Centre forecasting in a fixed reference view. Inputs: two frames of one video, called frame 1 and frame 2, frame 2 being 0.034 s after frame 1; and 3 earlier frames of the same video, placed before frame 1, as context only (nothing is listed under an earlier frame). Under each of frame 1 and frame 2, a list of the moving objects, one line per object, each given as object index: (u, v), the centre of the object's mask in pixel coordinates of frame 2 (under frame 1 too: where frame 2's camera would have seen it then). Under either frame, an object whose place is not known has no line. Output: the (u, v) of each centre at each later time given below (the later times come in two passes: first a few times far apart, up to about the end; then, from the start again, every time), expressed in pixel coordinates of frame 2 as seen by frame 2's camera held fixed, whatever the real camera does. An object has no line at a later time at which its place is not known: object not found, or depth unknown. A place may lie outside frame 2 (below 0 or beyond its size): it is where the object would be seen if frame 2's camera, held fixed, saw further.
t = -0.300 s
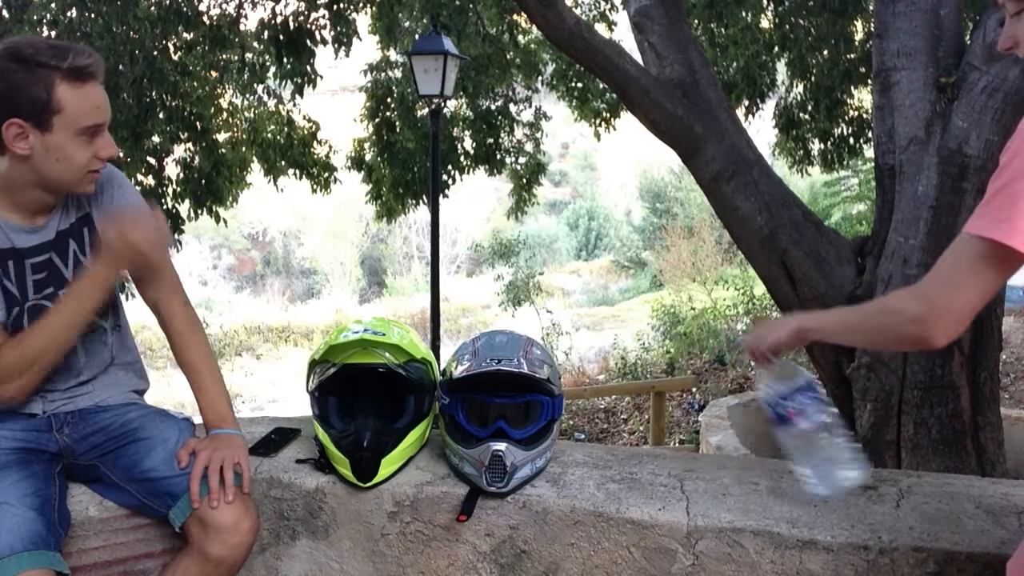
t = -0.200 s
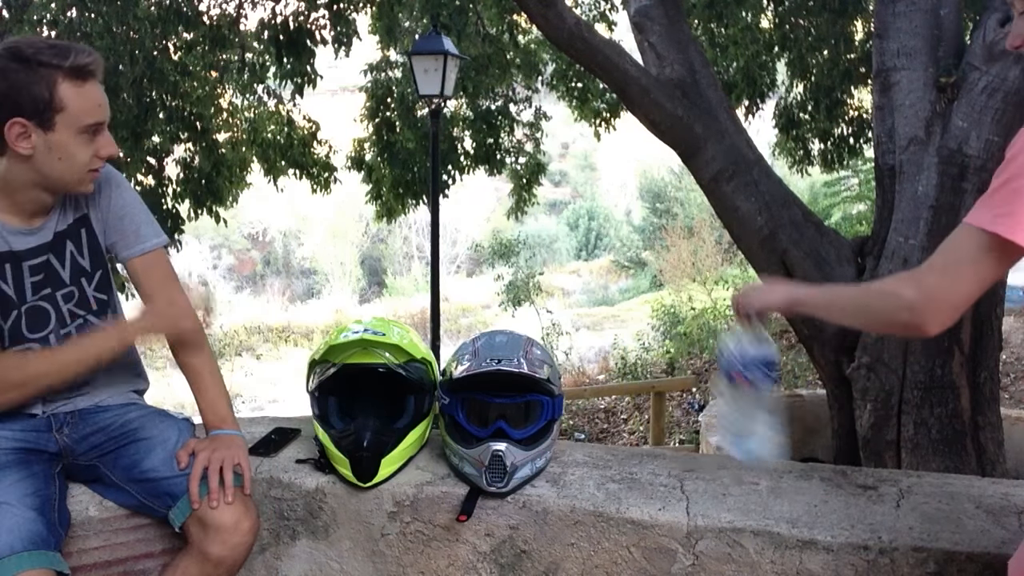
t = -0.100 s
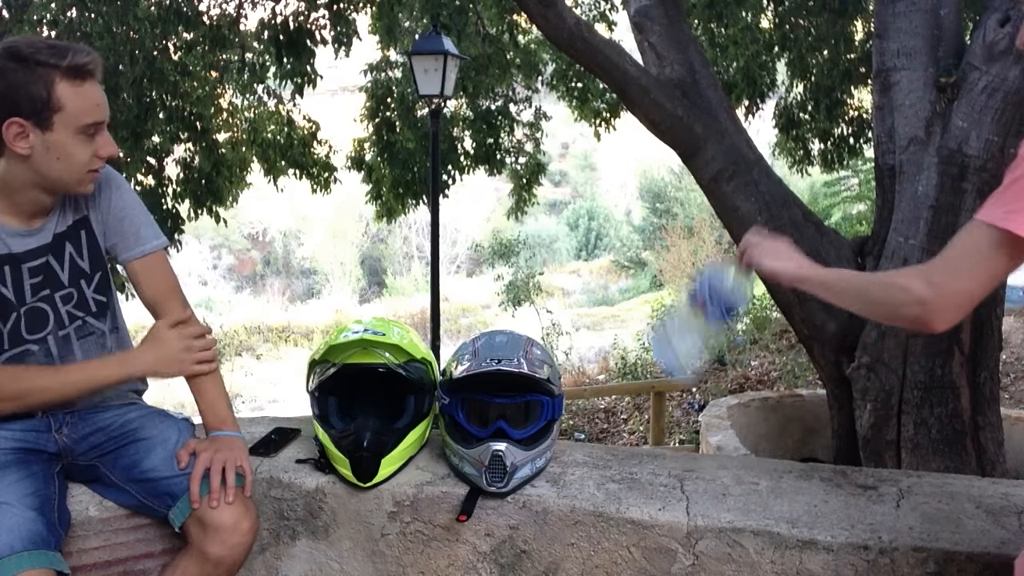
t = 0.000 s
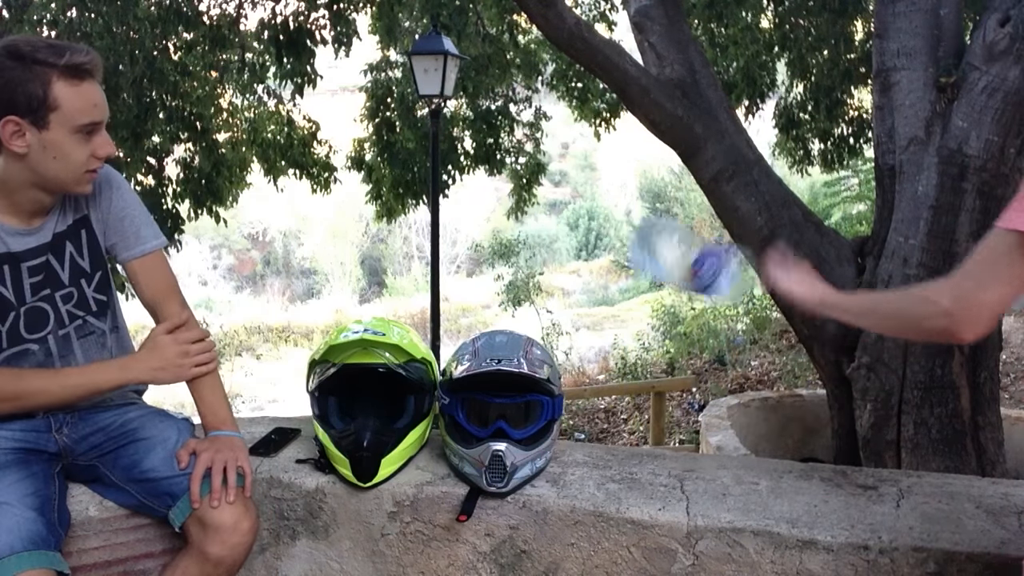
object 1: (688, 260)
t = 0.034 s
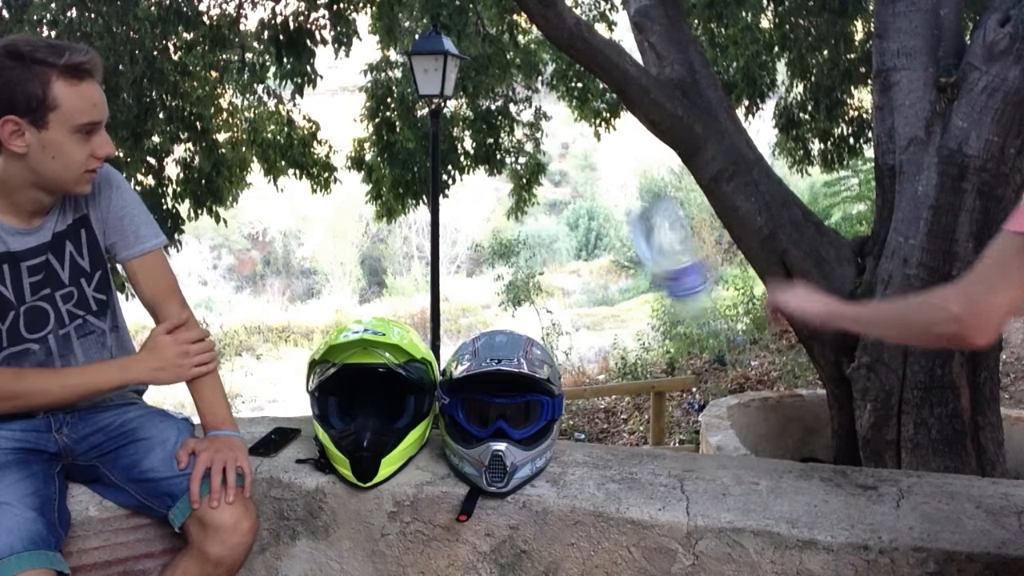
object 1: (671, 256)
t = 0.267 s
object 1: (637, 259)
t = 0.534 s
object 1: (619, 414)
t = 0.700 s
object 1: (615, 414)
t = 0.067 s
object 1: (656, 240)
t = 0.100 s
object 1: (644, 230)
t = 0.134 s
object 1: (636, 223)
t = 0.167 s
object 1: (639, 220)
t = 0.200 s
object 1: (637, 225)
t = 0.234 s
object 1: (637, 240)
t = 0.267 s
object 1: (637, 259)
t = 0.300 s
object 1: (634, 285)
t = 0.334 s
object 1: (635, 324)
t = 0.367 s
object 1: (634, 360)
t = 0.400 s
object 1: (632, 403)
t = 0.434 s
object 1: (627, 417)
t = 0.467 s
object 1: (623, 415)
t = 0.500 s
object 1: (621, 415)
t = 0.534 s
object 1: (619, 414)
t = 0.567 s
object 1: (617, 414)
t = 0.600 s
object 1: (616, 414)
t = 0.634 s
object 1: (616, 414)
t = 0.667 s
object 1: (615, 414)
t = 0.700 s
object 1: (615, 414)
